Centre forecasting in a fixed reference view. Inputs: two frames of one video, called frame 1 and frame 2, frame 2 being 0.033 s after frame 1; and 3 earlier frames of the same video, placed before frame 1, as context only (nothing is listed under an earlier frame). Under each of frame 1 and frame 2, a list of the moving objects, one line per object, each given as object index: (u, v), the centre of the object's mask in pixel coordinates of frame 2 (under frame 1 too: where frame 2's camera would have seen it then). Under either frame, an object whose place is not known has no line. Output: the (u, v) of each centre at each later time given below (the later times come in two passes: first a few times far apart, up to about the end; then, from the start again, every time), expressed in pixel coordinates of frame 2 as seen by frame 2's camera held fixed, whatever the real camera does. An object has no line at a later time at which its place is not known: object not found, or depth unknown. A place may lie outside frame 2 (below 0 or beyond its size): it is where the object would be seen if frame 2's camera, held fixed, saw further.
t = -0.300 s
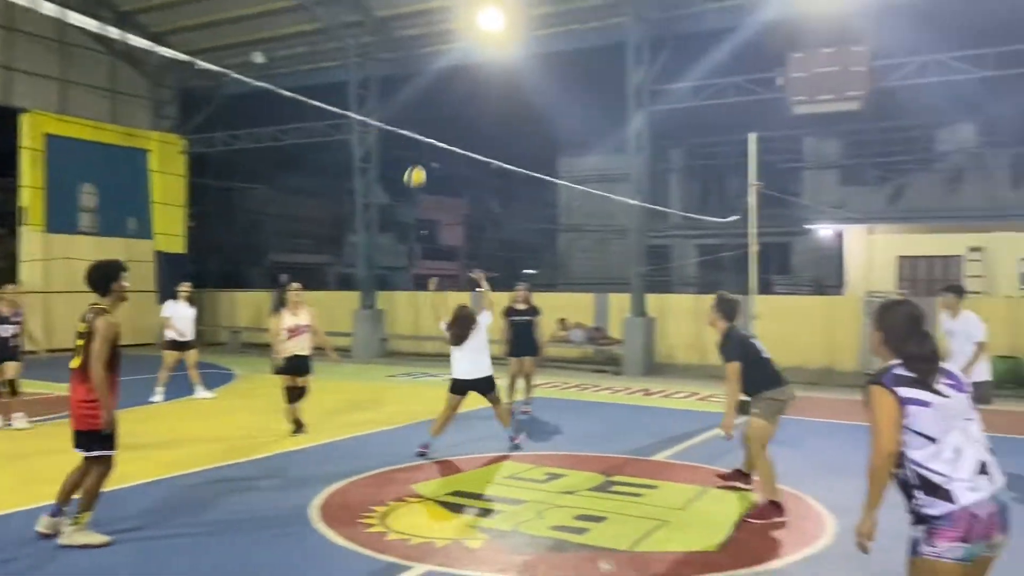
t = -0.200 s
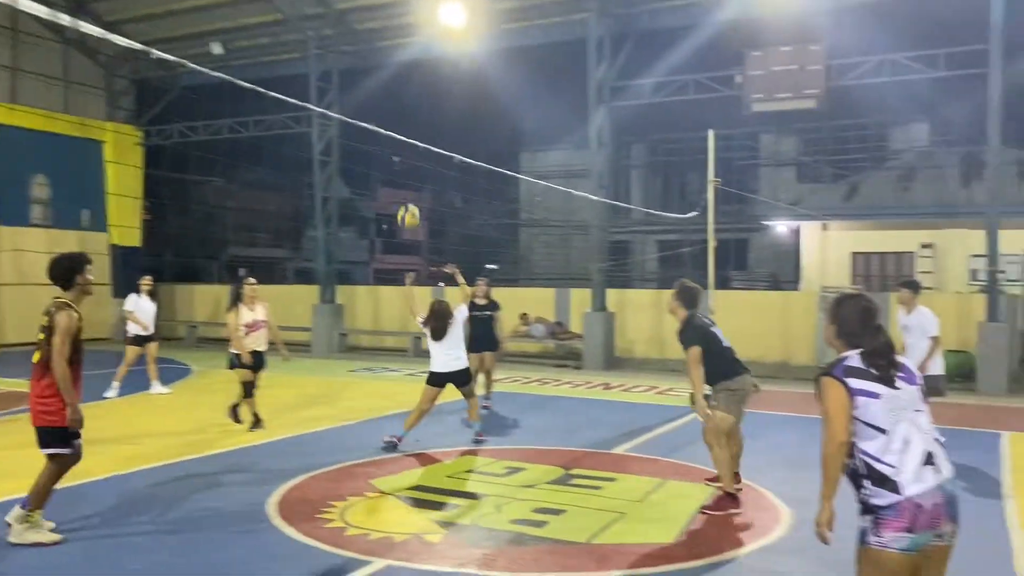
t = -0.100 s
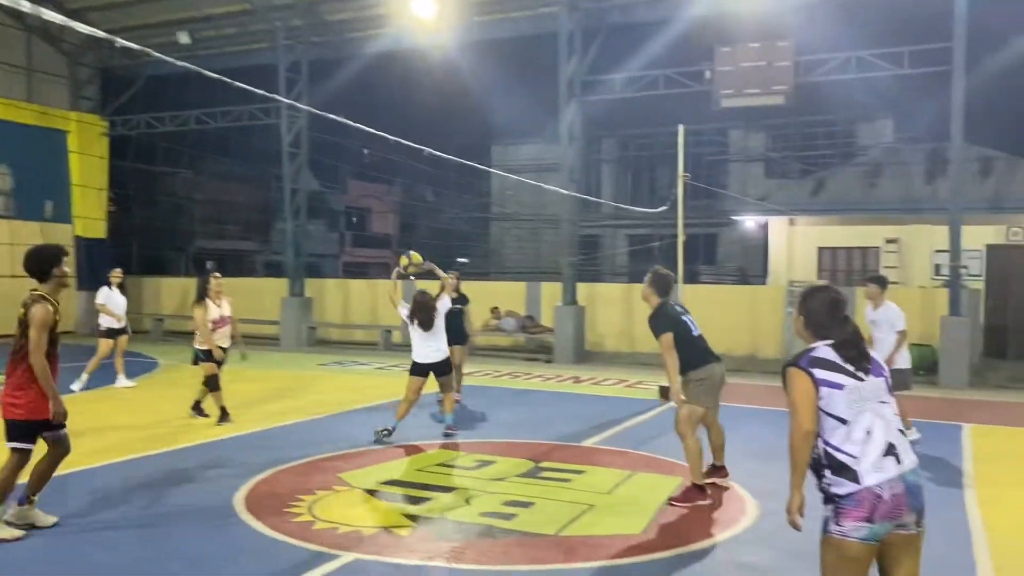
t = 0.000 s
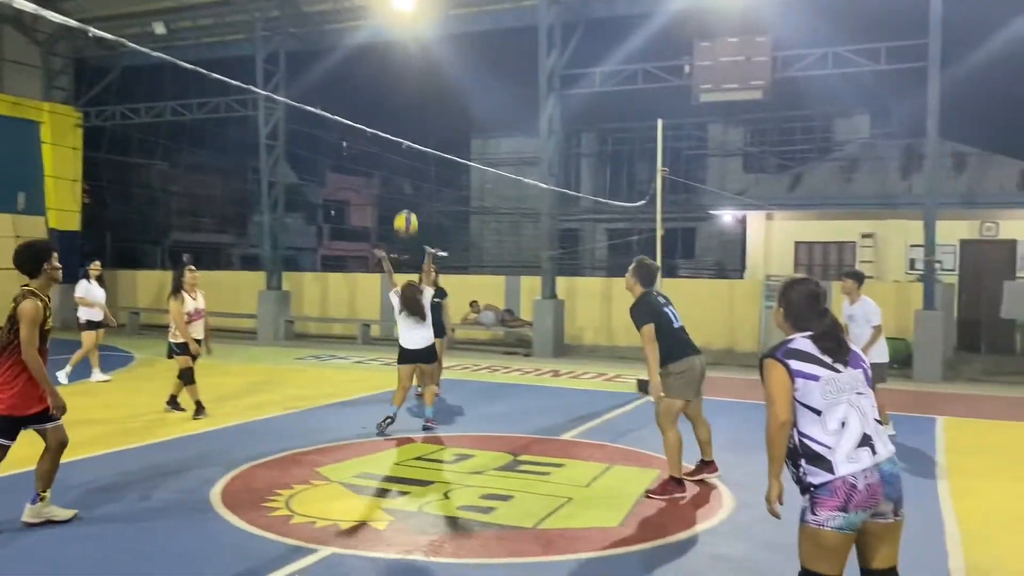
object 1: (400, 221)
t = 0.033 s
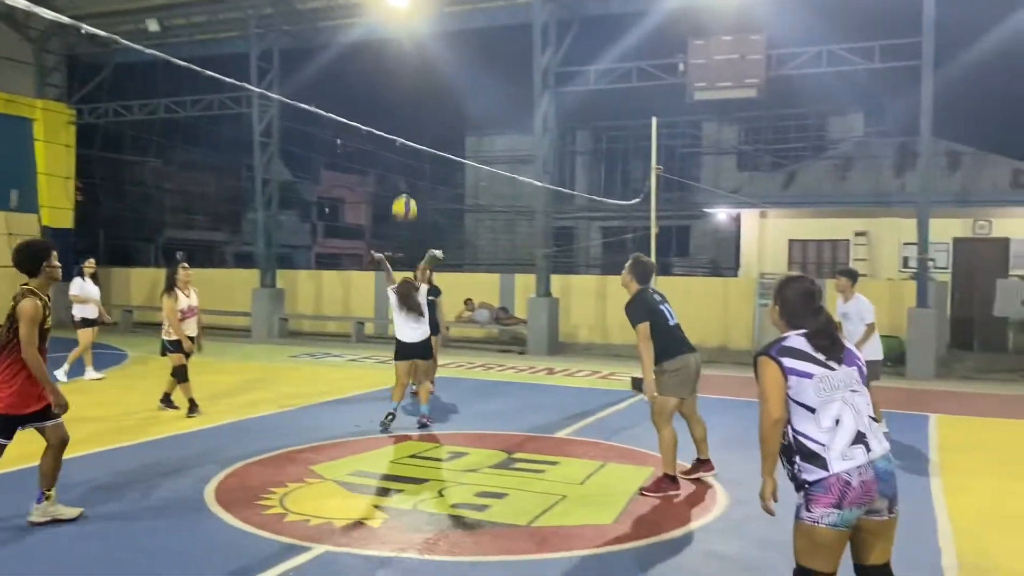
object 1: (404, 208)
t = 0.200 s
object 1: (428, 156)
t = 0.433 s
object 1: (469, 135)
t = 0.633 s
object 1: (510, 181)
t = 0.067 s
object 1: (409, 196)
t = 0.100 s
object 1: (413, 185)
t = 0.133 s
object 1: (418, 174)
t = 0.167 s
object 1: (423, 165)
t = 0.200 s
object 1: (428, 156)
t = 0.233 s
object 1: (433, 149)
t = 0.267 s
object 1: (439, 143)
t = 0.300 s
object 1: (444, 139)
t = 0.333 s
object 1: (450, 136)
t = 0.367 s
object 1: (456, 134)
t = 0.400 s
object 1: (462, 134)
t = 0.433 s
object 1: (469, 135)
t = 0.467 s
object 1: (475, 138)
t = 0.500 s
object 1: (482, 142)
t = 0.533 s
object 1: (488, 148)
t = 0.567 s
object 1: (497, 156)
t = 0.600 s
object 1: (503, 167)
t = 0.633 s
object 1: (510, 181)
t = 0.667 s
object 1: (517, 194)
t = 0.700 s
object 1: (526, 211)
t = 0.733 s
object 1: (536, 231)
